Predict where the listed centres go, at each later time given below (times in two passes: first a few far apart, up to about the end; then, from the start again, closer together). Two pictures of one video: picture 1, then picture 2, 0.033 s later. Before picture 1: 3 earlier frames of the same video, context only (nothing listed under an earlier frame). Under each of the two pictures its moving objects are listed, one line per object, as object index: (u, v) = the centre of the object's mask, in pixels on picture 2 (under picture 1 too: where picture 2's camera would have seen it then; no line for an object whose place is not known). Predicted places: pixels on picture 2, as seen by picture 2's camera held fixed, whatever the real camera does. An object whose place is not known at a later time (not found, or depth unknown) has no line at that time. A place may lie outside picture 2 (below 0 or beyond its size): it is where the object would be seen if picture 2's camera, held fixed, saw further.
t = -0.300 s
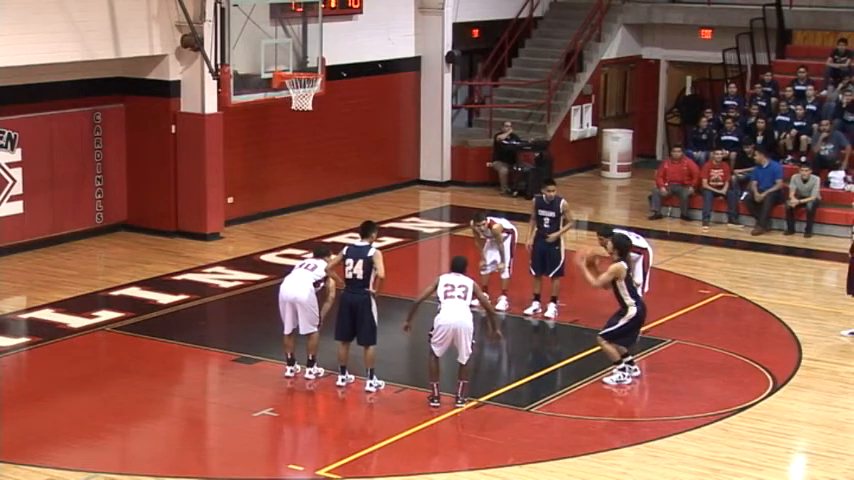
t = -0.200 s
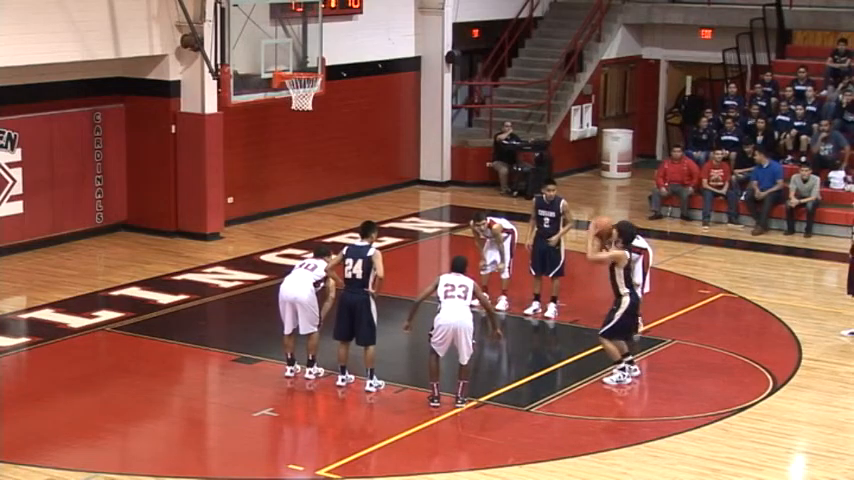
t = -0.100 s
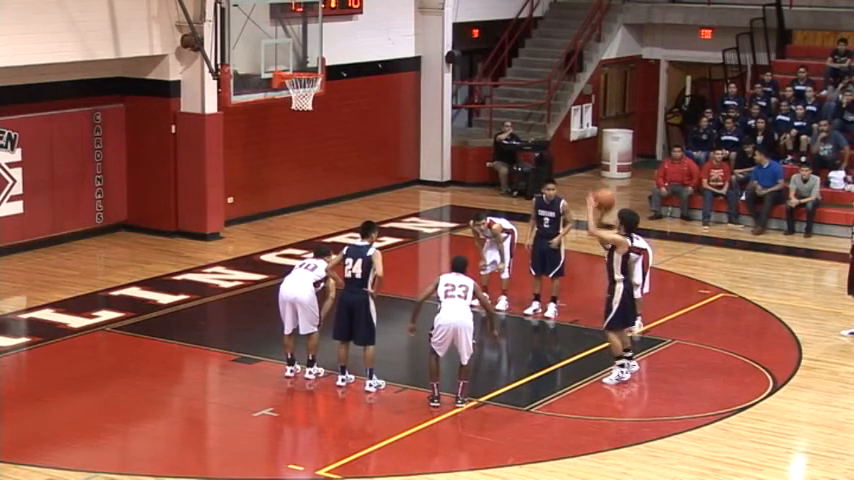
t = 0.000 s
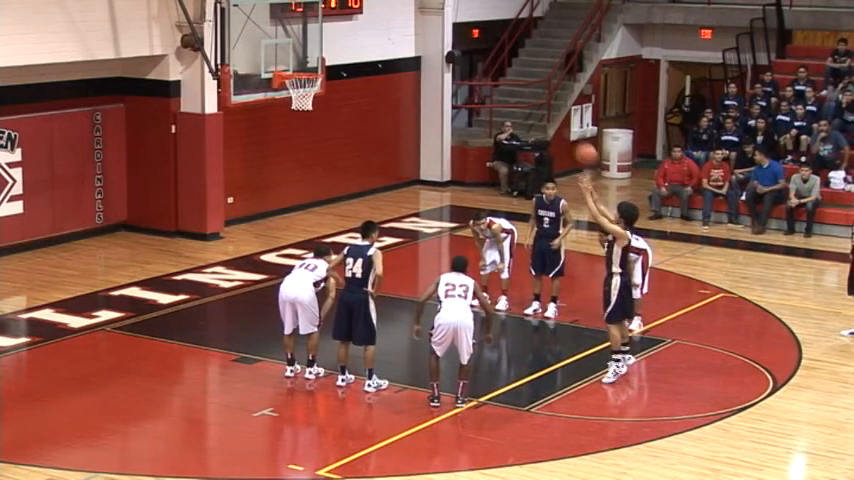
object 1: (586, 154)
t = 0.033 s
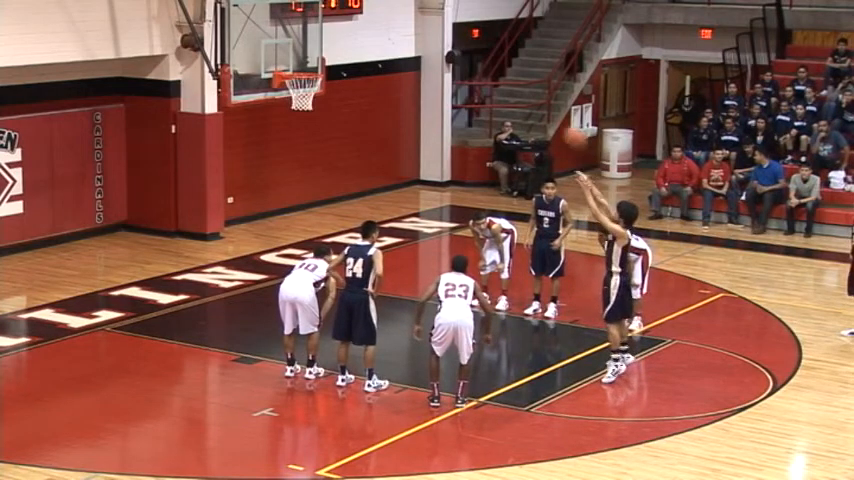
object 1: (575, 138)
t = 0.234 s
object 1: (510, 57)
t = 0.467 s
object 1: (438, 14)
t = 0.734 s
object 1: (362, 19)
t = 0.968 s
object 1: (299, 68)
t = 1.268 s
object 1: (311, 89)
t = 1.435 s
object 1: (299, 112)
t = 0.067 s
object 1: (562, 119)
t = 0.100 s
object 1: (553, 104)
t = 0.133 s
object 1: (542, 93)
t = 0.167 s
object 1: (532, 79)
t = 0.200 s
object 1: (521, 68)
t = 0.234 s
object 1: (510, 57)
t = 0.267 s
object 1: (500, 49)
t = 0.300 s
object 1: (489, 40)
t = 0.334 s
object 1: (480, 33)
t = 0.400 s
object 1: (459, 21)
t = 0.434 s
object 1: (448, 17)
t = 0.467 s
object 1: (438, 14)
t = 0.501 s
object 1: (430, 10)
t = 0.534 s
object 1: (419, 9)
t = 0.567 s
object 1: (409, 9)
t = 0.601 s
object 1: (400, 9)
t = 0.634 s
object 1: (390, 9)
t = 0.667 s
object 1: (381, 12)
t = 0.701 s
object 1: (371, 15)
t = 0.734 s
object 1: (362, 19)
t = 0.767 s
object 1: (353, 24)
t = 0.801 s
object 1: (344, 30)
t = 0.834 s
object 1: (335, 35)
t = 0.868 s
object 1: (326, 43)
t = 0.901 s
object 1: (317, 51)
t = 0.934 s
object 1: (308, 60)
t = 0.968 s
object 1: (299, 68)
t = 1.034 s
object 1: (304, 84)
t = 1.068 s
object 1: (307, 91)
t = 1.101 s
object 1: (310, 89)
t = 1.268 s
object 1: (311, 89)
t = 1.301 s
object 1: (306, 93)
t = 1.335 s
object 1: (305, 96)
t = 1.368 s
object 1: (300, 101)
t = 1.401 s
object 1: (302, 102)
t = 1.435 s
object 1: (299, 112)
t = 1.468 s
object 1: (296, 115)
